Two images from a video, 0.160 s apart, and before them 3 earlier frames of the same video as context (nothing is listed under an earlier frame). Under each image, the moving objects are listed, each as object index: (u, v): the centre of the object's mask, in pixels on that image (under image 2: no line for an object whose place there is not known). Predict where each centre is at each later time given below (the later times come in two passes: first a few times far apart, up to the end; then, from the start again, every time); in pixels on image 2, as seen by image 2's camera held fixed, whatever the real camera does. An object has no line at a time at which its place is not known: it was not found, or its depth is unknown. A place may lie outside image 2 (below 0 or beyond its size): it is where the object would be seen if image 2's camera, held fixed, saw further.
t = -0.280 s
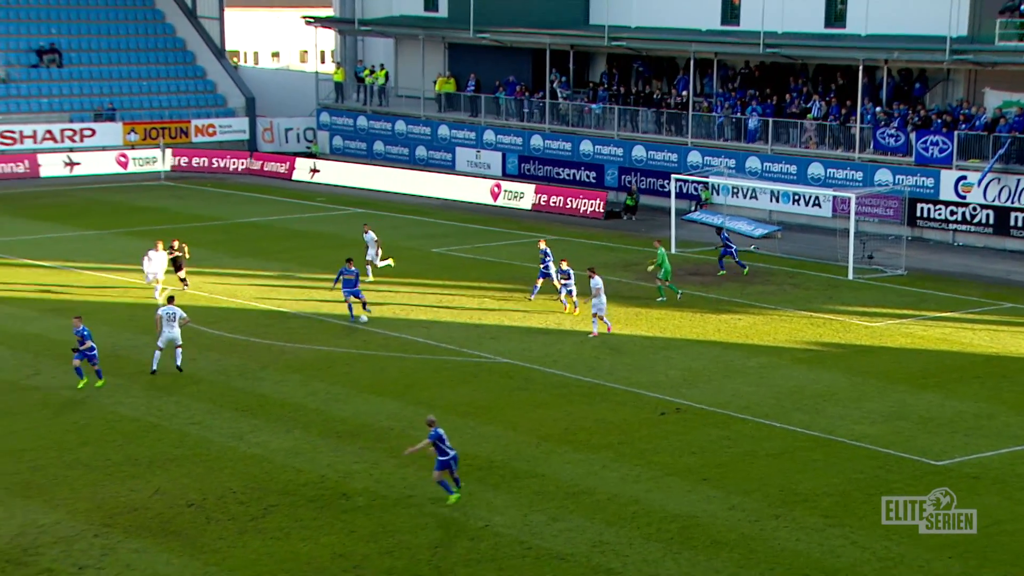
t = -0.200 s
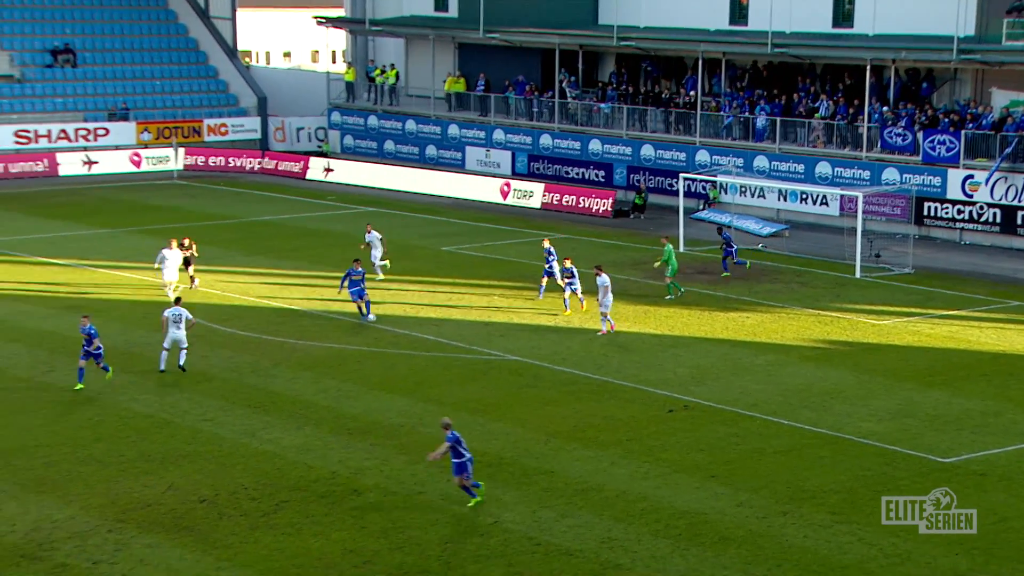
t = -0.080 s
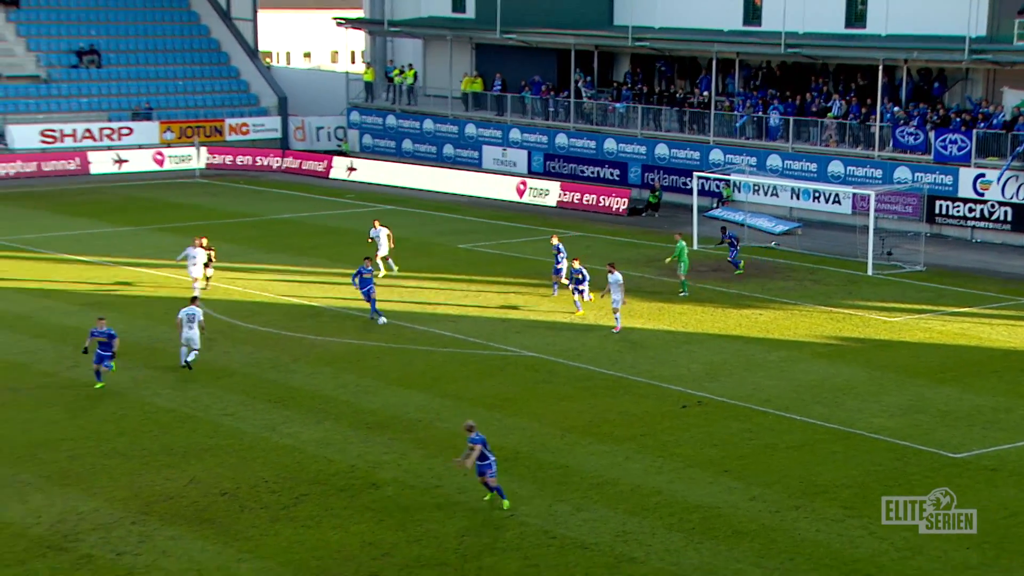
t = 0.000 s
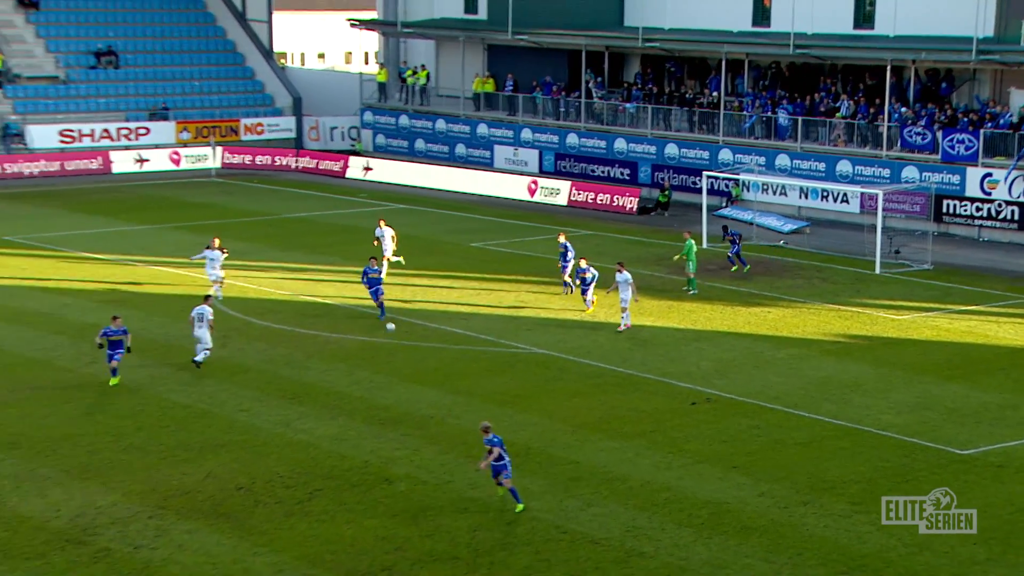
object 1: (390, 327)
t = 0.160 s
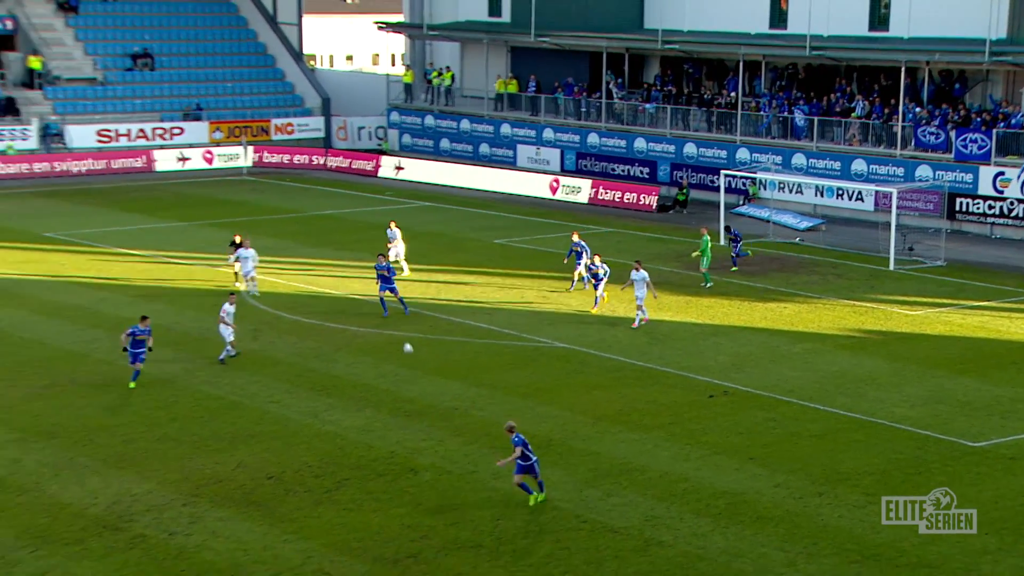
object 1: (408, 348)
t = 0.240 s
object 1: (404, 368)
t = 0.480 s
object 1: (397, 394)
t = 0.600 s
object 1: (392, 417)
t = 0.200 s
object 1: (406, 357)
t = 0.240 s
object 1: (404, 368)
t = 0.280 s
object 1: (403, 376)
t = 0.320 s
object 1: (402, 377)
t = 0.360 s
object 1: (400, 380)
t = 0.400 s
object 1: (399, 383)
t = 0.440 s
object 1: (398, 388)
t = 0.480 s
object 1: (397, 394)
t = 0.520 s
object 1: (395, 401)
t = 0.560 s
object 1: (394, 408)
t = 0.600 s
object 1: (392, 417)
